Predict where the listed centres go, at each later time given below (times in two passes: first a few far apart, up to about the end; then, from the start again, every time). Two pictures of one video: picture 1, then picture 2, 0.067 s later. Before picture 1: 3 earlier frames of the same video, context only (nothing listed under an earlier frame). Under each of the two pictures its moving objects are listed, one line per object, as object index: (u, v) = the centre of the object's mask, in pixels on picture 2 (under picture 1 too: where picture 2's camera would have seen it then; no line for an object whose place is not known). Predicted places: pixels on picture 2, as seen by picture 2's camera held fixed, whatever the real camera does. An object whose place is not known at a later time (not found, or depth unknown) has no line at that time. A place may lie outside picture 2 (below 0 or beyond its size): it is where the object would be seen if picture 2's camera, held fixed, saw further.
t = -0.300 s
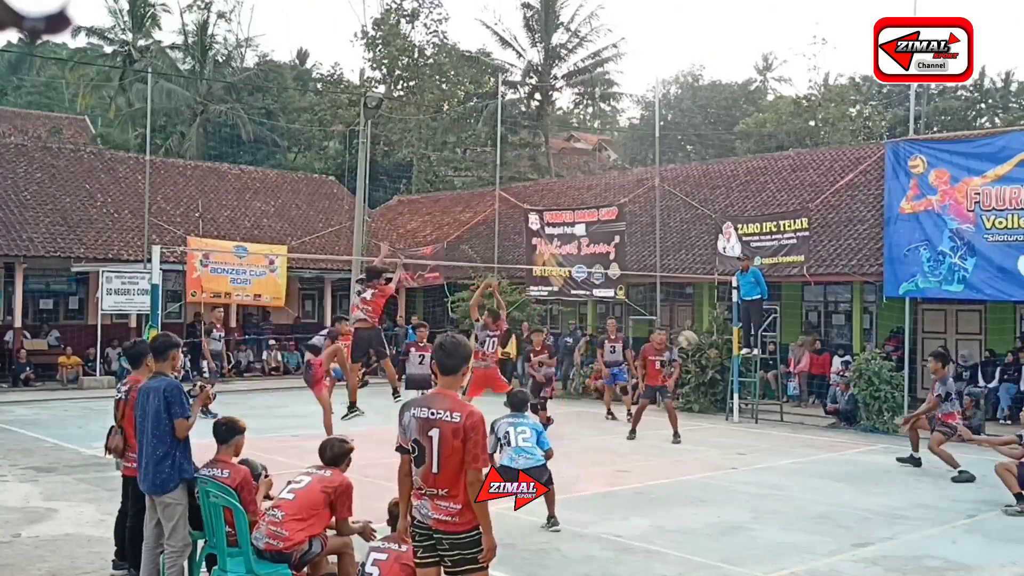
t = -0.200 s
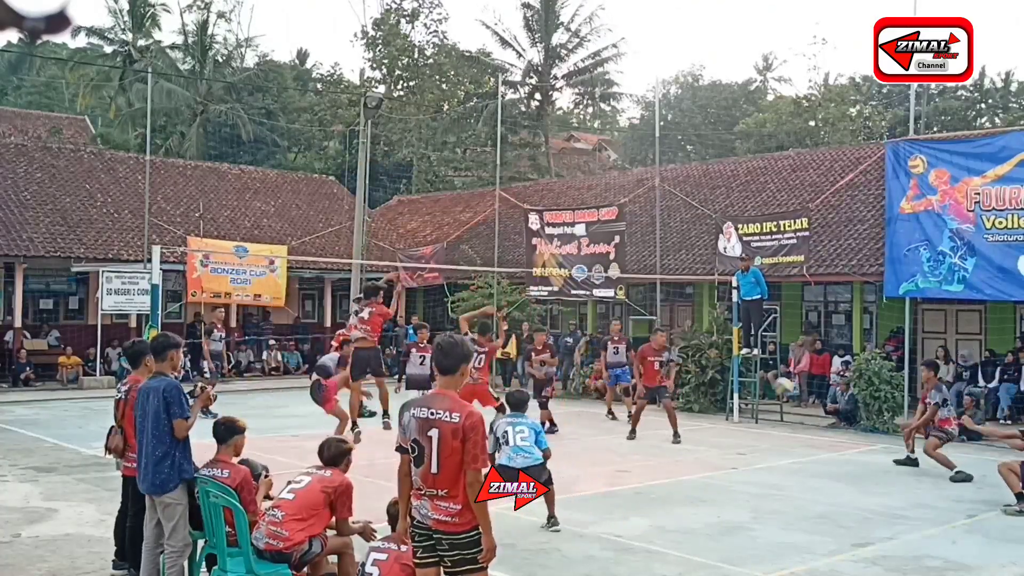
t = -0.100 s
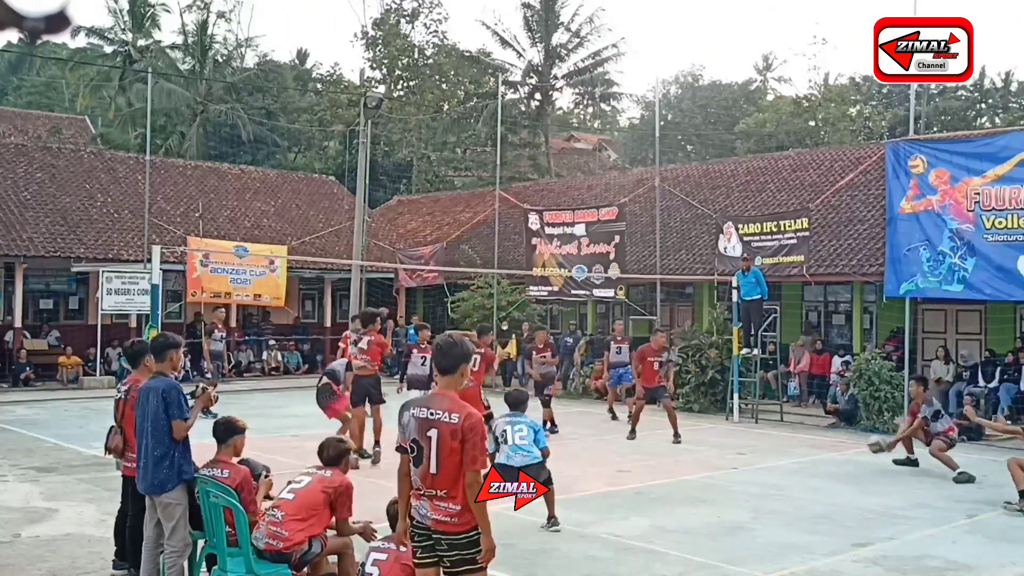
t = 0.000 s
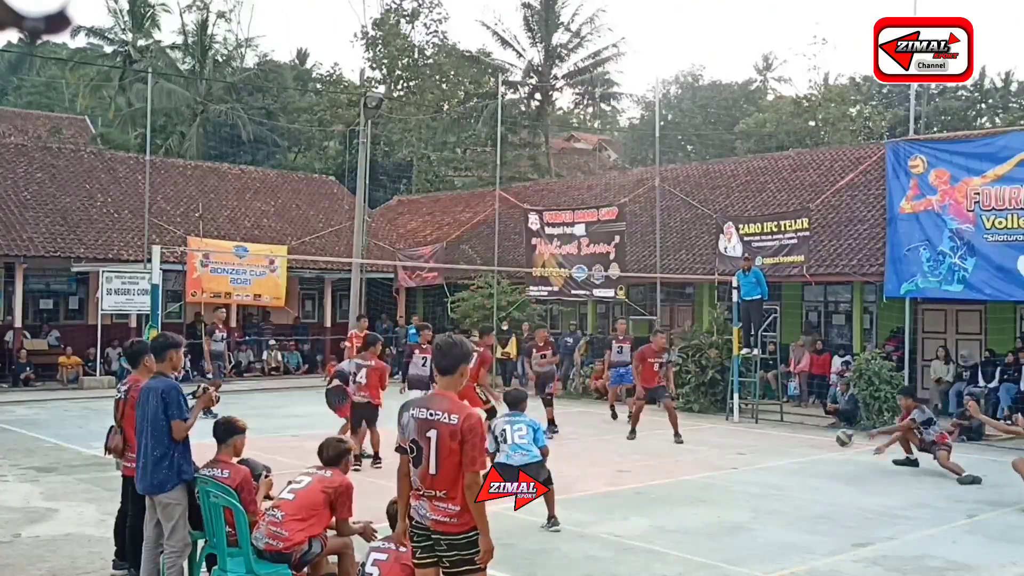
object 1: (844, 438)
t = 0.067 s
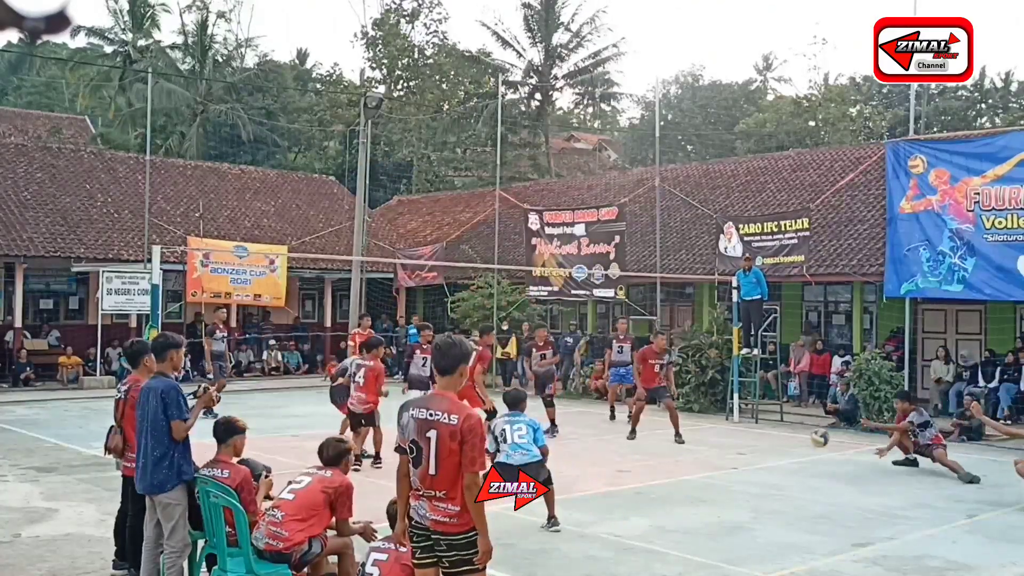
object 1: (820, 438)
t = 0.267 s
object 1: (741, 460)
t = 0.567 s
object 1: (688, 455)
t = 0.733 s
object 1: (669, 468)
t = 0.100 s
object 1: (807, 439)
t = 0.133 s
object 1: (794, 441)
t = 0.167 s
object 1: (782, 445)
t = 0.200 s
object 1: (768, 449)
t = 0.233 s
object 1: (755, 454)
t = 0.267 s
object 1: (741, 460)
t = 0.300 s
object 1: (728, 467)
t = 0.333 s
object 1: (714, 476)
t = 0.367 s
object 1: (709, 474)
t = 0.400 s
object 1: (705, 468)
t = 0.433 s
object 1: (702, 464)
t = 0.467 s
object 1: (698, 460)
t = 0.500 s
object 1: (695, 458)
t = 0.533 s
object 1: (691, 455)
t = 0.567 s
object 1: (688, 455)
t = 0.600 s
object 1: (684, 455)
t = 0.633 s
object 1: (680, 457)
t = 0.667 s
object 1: (677, 459)
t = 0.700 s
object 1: (673, 463)
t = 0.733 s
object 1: (669, 468)
